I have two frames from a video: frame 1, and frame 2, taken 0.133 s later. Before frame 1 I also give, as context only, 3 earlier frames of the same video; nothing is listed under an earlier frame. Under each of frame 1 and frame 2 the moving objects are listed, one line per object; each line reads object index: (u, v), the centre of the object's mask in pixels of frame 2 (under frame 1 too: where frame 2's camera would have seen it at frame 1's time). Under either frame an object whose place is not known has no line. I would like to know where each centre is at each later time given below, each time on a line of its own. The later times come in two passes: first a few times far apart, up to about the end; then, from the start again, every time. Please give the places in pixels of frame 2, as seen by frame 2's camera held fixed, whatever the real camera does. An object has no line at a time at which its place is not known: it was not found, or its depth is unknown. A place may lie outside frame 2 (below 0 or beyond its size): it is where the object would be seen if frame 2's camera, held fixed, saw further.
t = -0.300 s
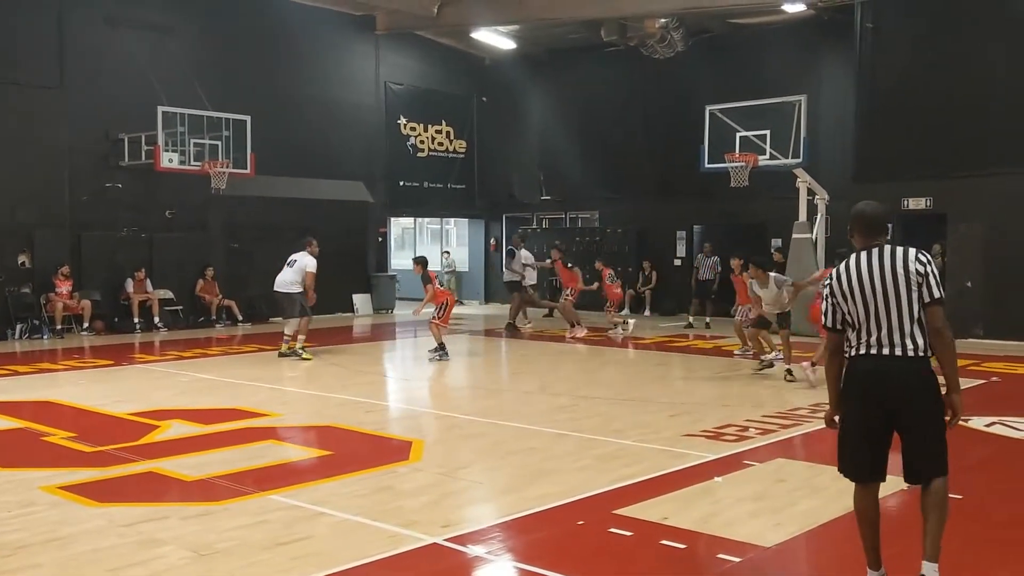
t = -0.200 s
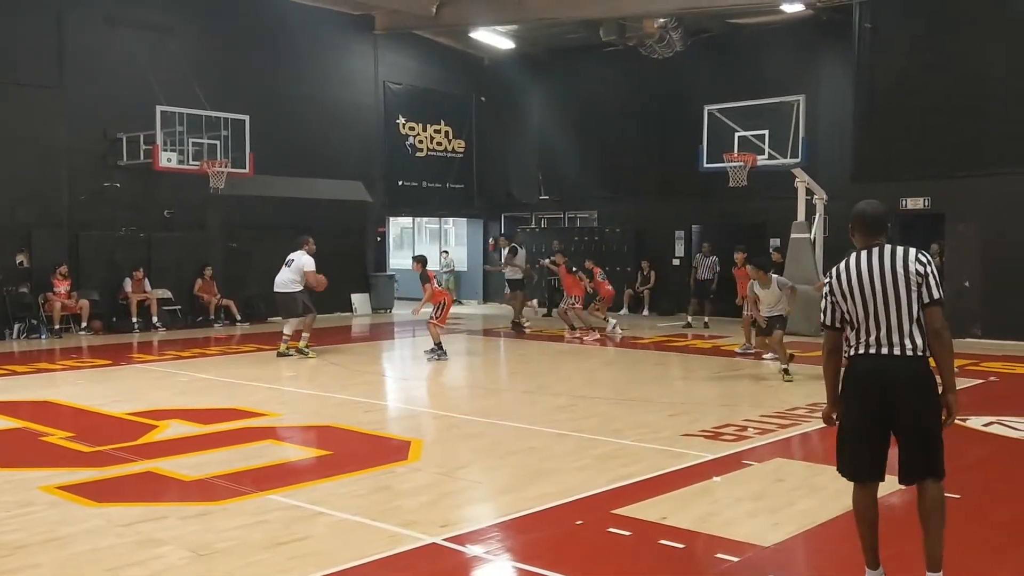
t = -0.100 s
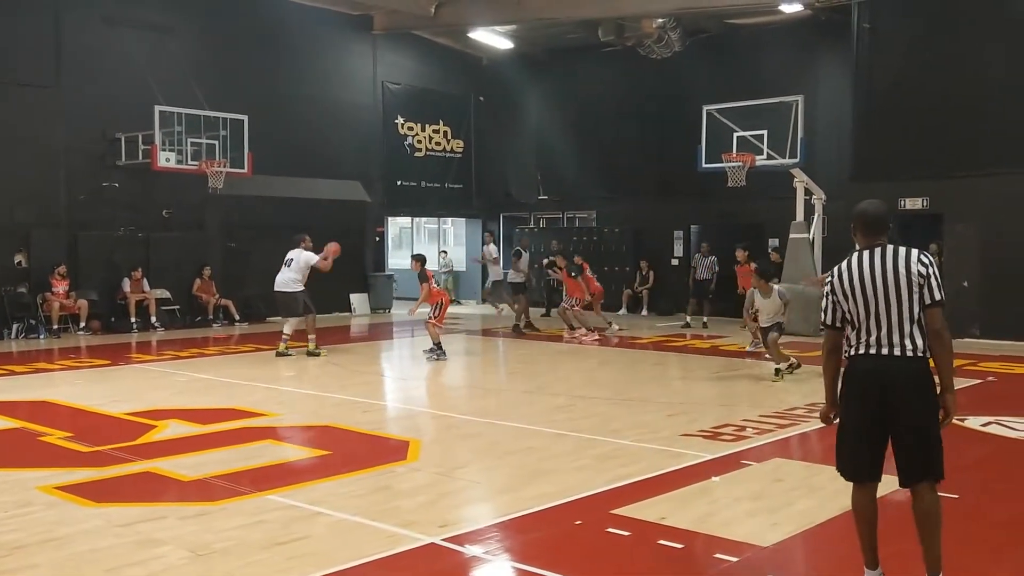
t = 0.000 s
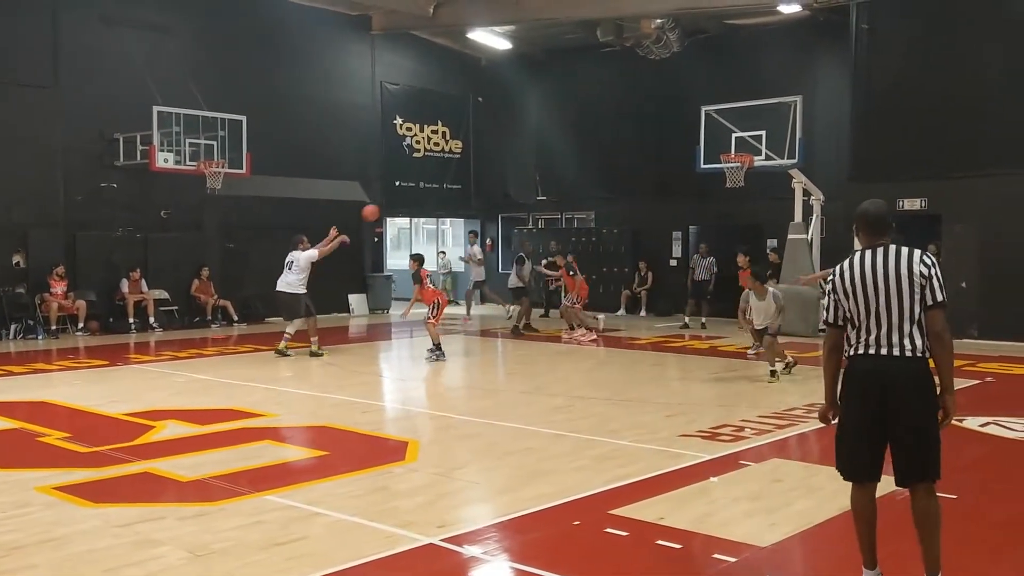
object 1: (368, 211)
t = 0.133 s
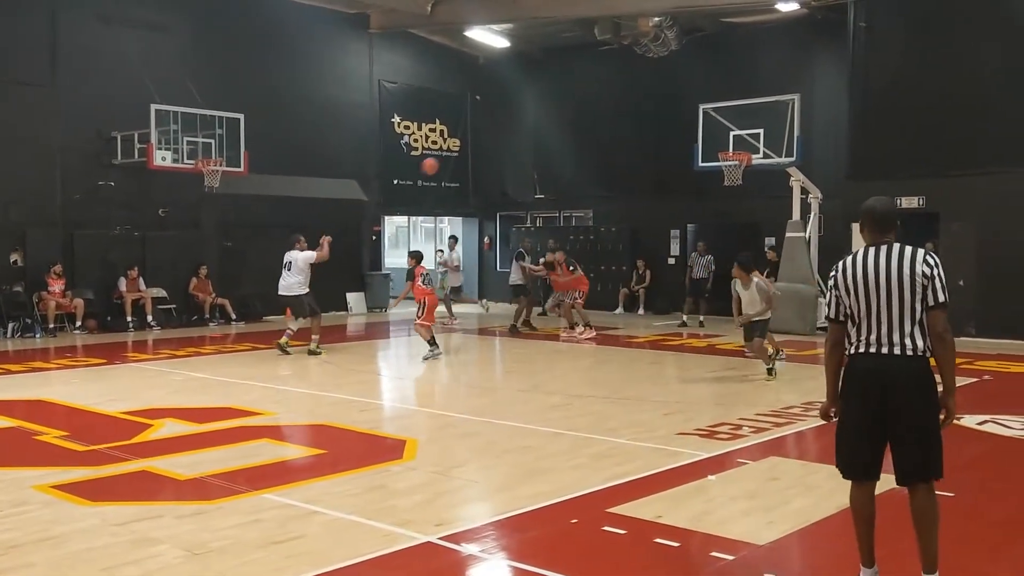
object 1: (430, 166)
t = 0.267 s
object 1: (489, 132)
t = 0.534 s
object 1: (604, 98)
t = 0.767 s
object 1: (699, 104)
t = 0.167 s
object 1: (445, 157)
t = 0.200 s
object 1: (460, 148)
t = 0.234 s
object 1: (475, 140)
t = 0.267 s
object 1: (489, 132)
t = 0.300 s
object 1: (504, 126)
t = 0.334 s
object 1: (518, 120)
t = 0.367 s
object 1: (533, 114)
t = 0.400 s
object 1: (547, 110)
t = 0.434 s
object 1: (562, 106)
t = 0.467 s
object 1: (576, 102)
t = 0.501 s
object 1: (589, 100)
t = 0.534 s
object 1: (604, 98)
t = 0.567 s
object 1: (617, 97)
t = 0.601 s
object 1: (631, 97)
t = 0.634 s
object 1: (645, 97)
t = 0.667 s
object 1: (659, 98)
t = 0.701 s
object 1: (672, 99)
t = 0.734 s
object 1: (686, 101)
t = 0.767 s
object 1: (699, 104)
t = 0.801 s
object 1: (713, 108)
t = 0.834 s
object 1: (727, 112)
